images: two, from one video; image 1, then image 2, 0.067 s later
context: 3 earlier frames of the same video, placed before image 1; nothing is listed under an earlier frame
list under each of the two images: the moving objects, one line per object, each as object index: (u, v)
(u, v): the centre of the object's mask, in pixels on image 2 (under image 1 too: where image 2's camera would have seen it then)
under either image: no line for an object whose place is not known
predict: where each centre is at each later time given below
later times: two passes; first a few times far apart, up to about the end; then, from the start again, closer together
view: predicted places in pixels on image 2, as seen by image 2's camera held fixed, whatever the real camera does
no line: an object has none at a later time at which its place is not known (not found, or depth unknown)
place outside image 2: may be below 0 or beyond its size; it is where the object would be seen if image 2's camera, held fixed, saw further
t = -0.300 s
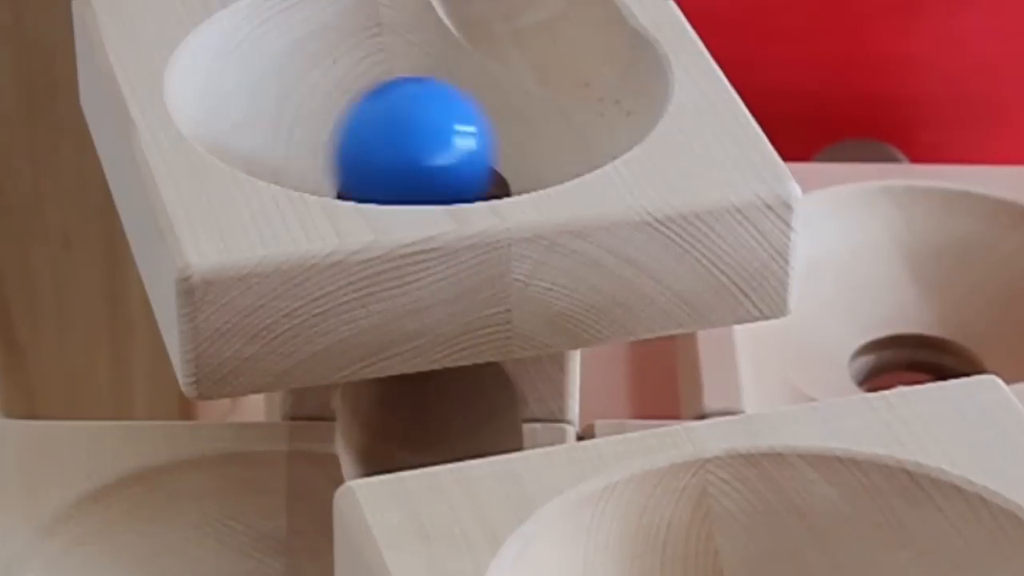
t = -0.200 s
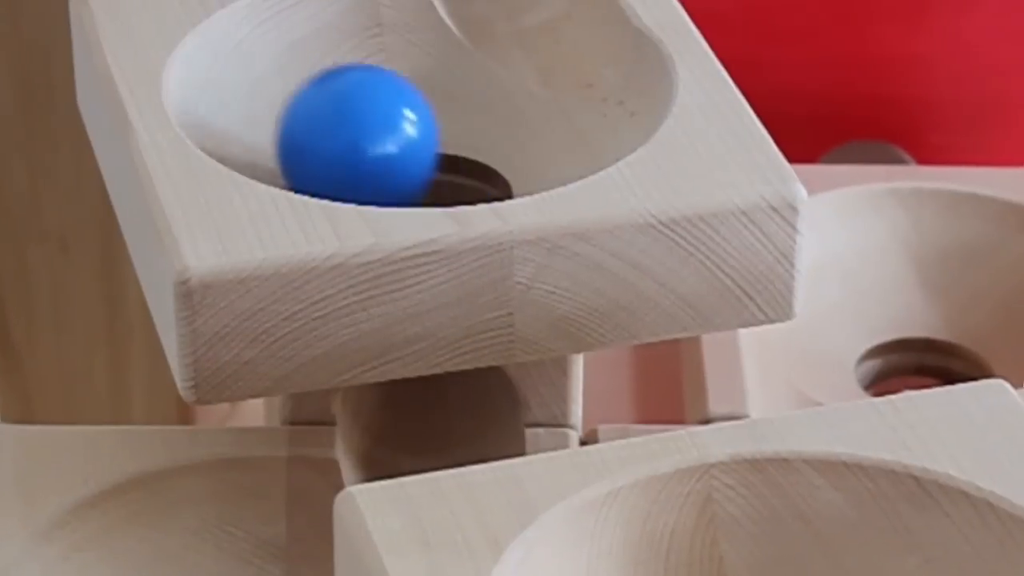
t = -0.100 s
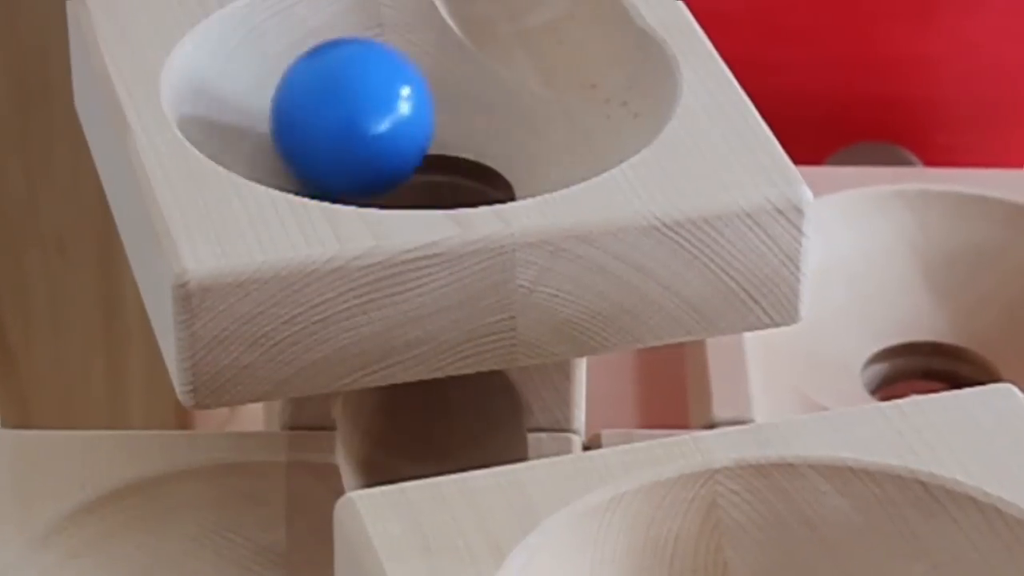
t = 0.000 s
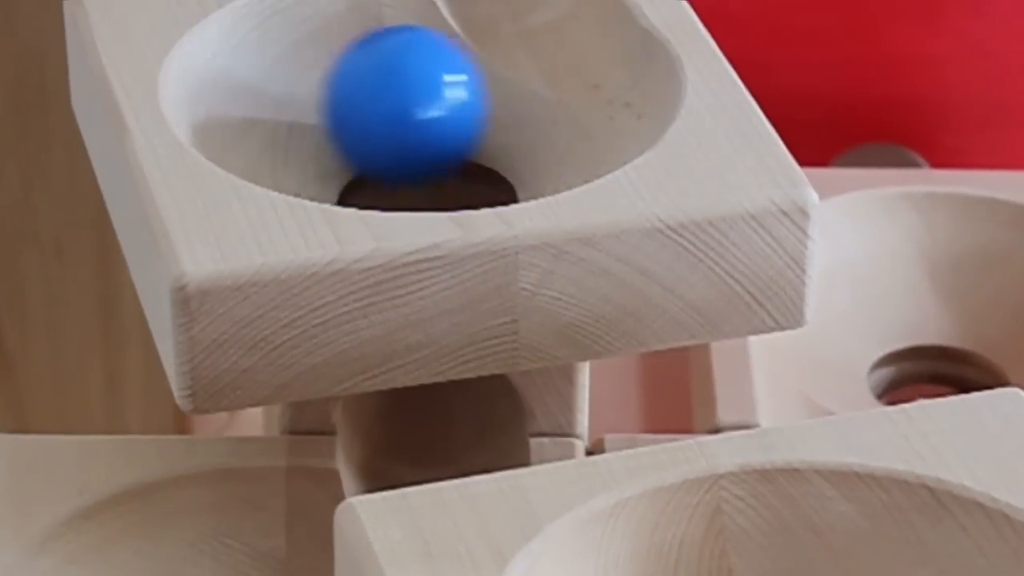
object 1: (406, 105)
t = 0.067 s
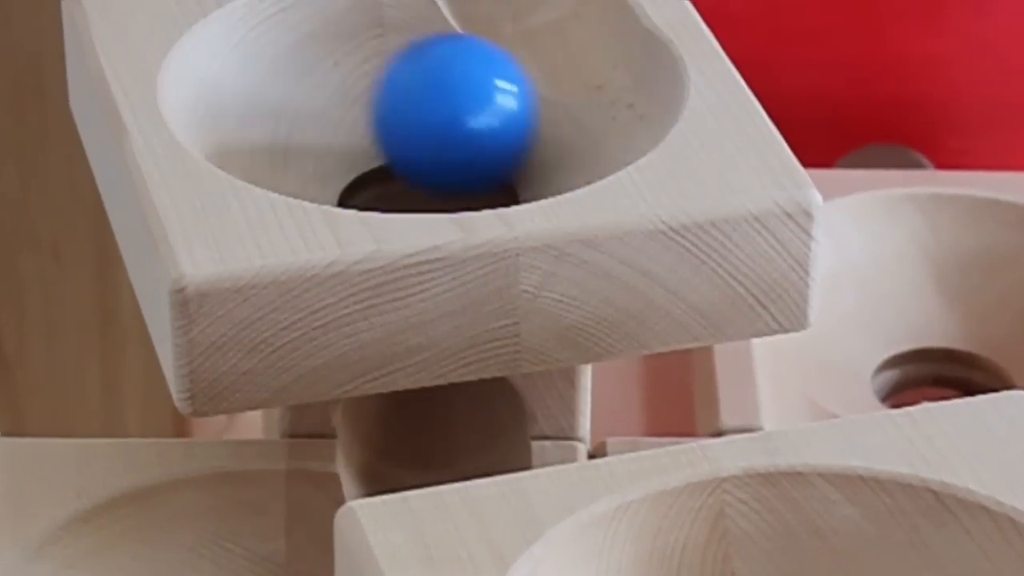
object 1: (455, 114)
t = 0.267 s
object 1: (425, 151)
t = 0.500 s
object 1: (391, 107)
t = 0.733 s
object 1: (465, 145)
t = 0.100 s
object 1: (471, 125)
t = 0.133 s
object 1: (479, 134)
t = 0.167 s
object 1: (475, 142)
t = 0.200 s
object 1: (462, 147)
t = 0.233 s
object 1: (445, 150)
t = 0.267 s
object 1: (425, 151)
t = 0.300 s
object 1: (405, 150)
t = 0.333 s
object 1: (387, 147)
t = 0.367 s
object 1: (373, 142)
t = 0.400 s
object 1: (365, 136)
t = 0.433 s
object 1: (365, 129)
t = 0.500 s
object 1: (391, 107)
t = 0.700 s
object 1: (476, 136)
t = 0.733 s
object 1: (465, 145)
